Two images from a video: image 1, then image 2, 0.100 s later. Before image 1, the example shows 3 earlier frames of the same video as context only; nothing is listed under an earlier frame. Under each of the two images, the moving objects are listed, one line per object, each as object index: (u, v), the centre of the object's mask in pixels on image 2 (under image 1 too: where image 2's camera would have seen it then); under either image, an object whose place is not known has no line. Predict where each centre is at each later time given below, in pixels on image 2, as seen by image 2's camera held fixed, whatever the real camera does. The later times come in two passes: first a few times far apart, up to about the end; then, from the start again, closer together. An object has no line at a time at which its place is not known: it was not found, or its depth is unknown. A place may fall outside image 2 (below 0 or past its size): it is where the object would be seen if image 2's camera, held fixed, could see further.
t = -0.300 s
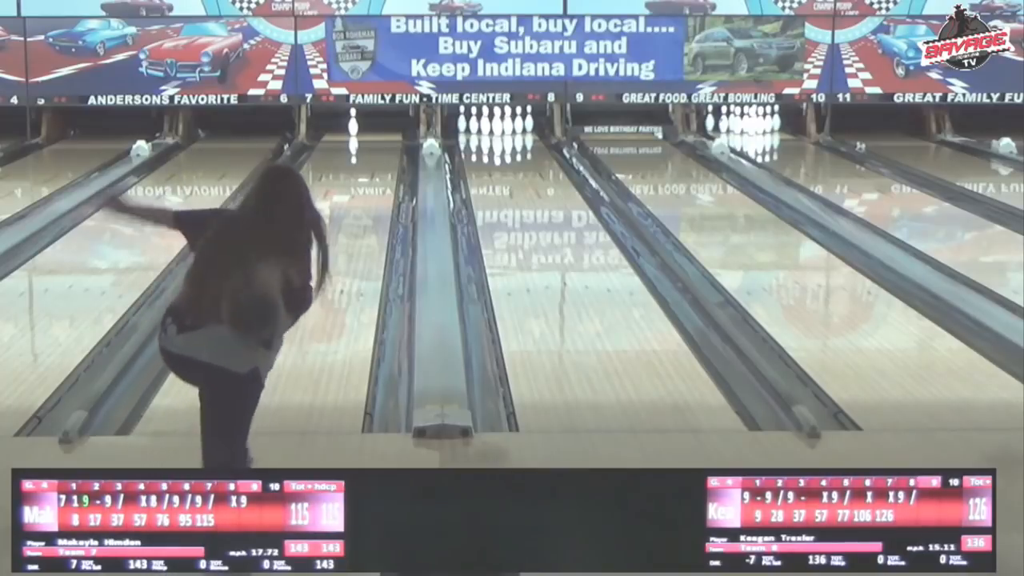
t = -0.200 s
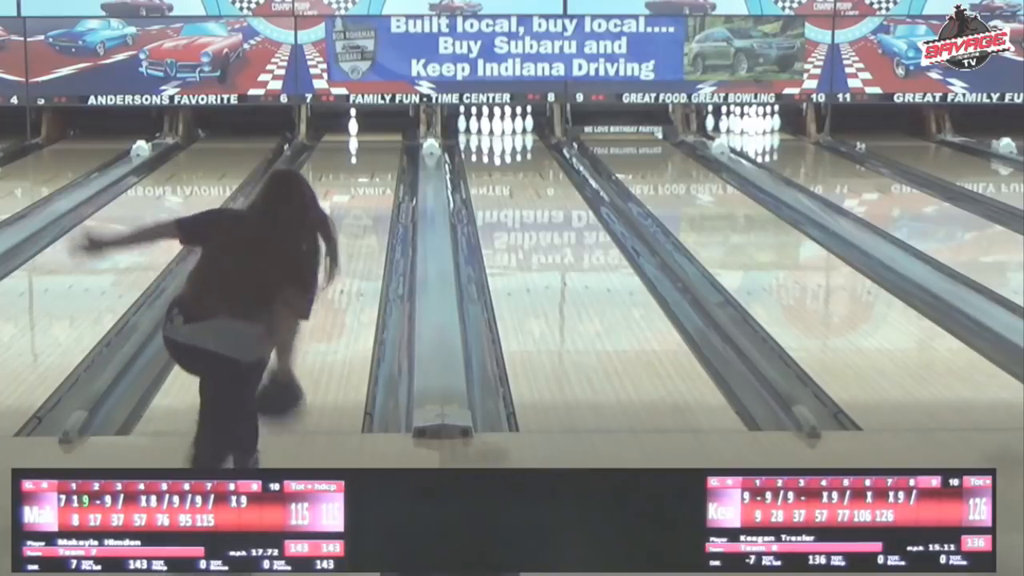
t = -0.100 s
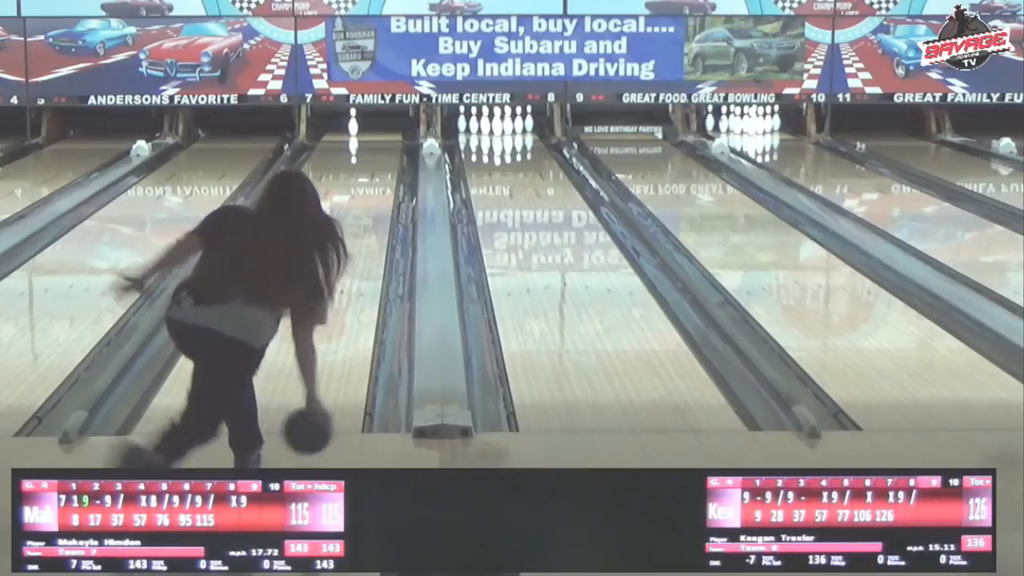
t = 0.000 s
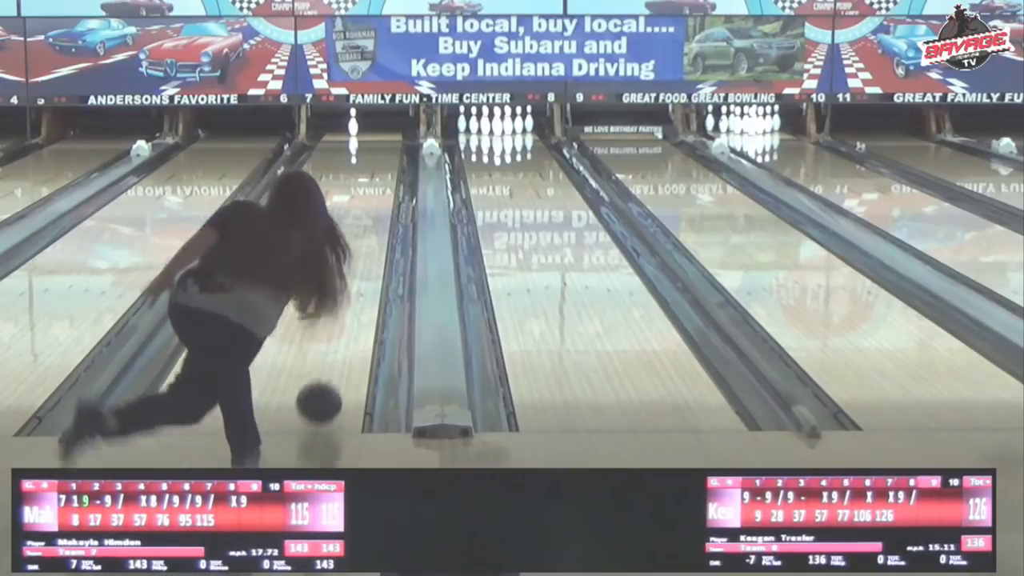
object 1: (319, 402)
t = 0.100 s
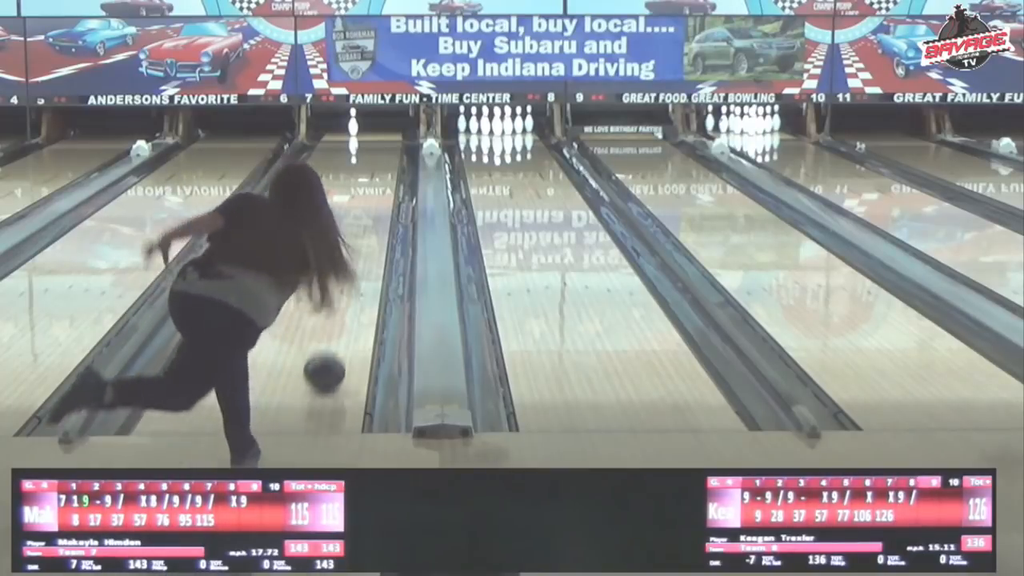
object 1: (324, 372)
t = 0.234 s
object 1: (329, 334)
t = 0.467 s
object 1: (335, 283)
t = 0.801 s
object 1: (347, 229)
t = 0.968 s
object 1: (342, 211)
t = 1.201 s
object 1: (345, 188)
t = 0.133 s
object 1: (326, 361)
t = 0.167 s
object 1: (327, 352)
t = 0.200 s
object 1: (328, 342)
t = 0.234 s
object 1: (329, 334)
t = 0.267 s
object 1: (330, 325)
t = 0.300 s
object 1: (331, 317)
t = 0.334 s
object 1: (332, 310)
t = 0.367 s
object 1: (333, 302)
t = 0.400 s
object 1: (334, 296)
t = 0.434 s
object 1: (334, 289)
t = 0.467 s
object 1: (335, 283)
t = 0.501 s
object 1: (336, 277)
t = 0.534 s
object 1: (337, 271)
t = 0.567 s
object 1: (336, 264)
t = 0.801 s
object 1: (347, 229)
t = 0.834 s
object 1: (345, 226)
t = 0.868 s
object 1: (344, 222)
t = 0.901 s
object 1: (343, 218)
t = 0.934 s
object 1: (342, 215)
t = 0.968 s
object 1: (342, 211)
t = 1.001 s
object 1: (343, 208)
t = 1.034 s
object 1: (344, 204)
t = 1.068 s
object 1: (345, 200)
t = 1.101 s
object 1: (345, 197)
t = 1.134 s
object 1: (345, 194)
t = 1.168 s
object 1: (345, 191)
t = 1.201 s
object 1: (345, 188)
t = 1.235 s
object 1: (344, 185)
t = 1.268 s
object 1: (344, 183)
